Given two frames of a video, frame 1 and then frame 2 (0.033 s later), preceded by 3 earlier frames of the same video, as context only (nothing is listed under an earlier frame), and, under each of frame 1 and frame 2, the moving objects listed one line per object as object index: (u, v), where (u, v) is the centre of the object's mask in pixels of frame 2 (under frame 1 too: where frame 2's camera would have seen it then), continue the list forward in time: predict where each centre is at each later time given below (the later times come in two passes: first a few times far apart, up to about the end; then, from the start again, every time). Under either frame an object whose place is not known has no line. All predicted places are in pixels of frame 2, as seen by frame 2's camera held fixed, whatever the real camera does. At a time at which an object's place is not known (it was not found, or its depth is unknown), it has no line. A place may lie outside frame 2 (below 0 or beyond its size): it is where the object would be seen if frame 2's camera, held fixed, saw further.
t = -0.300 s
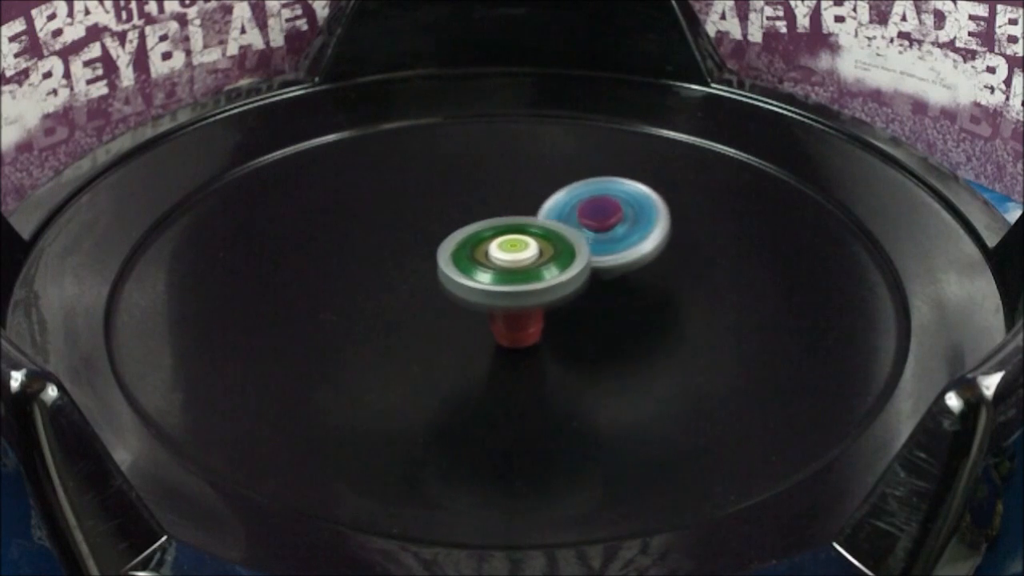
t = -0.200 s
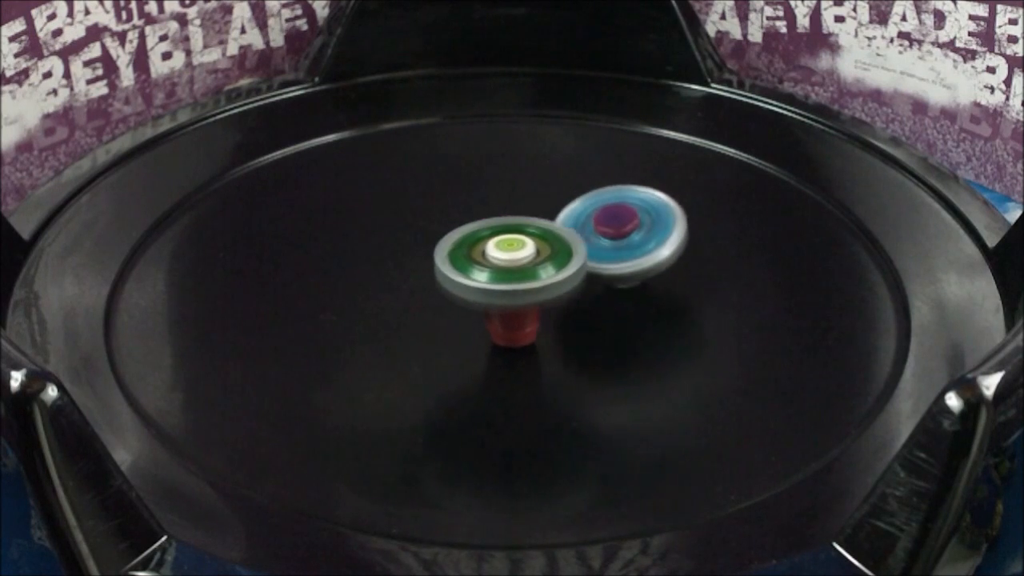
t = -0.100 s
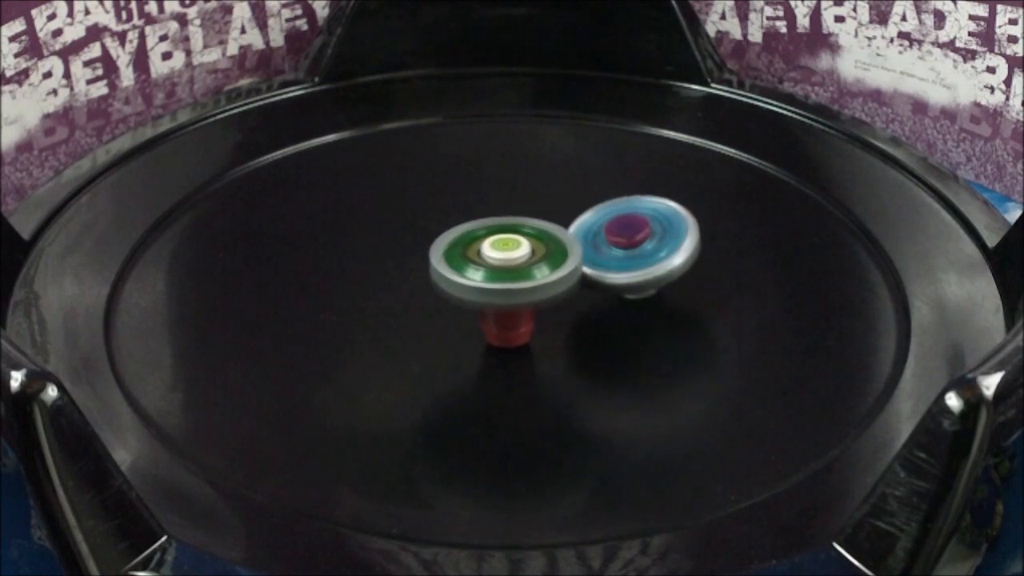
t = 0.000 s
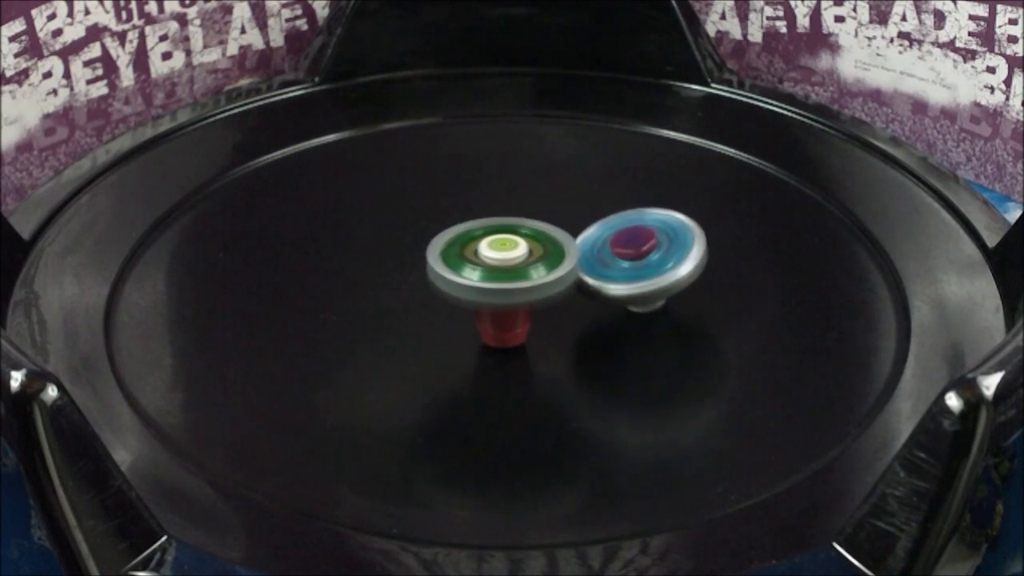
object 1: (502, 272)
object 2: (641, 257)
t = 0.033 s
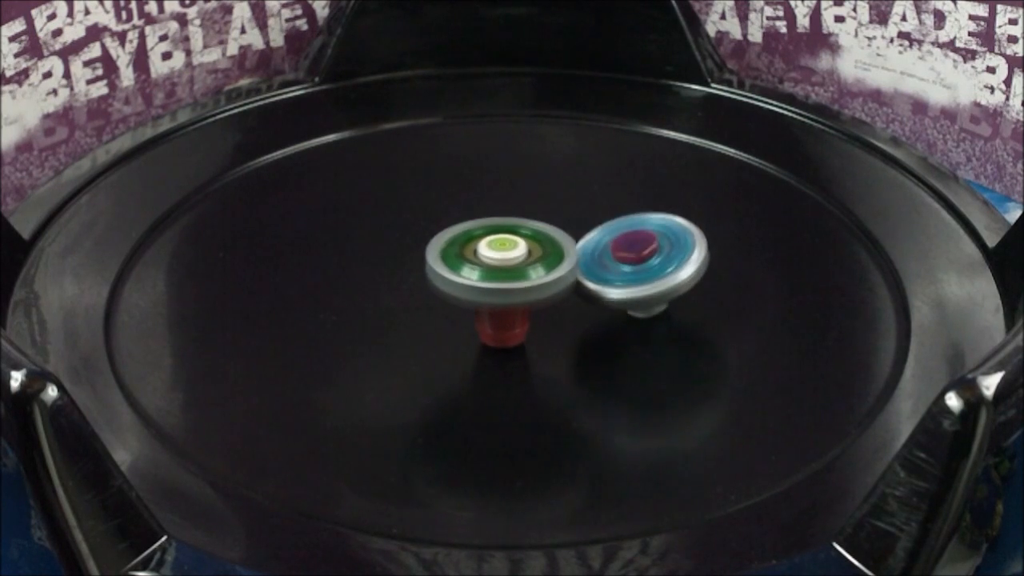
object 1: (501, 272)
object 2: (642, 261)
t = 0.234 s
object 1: (488, 270)
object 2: (637, 292)
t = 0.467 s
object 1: (476, 271)
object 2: (600, 327)
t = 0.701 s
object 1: (449, 215)
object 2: (549, 382)
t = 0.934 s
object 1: (411, 194)
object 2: (488, 381)
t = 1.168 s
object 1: (419, 207)
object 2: (434, 356)
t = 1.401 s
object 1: (456, 224)
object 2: (395, 316)
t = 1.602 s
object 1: (506, 228)
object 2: (382, 280)
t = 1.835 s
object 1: (673, 216)
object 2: (278, 238)
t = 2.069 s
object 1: (637, 240)
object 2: (329, 229)
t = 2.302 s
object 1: (579, 275)
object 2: (416, 229)
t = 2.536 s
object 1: (521, 302)
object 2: (512, 221)
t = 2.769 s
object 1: (454, 304)
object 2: (603, 237)
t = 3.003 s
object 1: (412, 285)
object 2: (661, 254)
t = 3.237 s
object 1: (407, 261)
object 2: (670, 284)
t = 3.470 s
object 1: (436, 239)
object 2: (633, 320)
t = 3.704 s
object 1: (492, 226)
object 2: (559, 349)
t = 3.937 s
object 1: (550, 230)
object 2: (469, 355)
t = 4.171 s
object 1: (583, 251)
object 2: (394, 337)
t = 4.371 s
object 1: (580, 277)
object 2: (360, 308)
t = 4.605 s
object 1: (541, 304)
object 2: (359, 270)
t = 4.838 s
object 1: (478, 318)
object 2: (392, 234)
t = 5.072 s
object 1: (428, 302)
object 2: (452, 210)
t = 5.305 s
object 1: (412, 269)
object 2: (518, 206)
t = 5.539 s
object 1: (433, 237)
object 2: (577, 218)
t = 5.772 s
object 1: (472, 212)
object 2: (634, 249)
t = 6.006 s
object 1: (487, 208)
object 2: (682, 288)
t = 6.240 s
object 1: (522, 236)
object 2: (646, 325)
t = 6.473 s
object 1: (534, 255)
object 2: (572, 361)
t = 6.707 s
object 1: (520, 268)
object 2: (470, 354)
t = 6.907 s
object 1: (534, 272)
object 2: (367, 309)
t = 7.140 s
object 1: (503, 274)
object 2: (344, 255)
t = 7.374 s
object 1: (479, 267)
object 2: (370, 210)
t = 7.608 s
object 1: (471, 256)
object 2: (435, 177)
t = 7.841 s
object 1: (480, 247)
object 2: (531, 182)
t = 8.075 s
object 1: (499, 244)
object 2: (609, 220)
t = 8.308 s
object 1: (516, 252)
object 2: (642, 269)
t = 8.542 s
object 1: (523, 267)
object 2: (630, 324)
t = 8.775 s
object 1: (510, 276)
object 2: (563, 365)
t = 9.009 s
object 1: (487, 279)
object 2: (468, 373)
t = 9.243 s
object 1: (469, 276)
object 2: (387, 346)
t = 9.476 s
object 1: (464, 265)
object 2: (356, 298)
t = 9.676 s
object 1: (477, 252)
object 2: (362, 253)
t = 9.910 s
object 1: (499, 245)
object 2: (407, 204)
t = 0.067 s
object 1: (501, 272)
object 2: (642, 267)
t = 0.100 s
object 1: (500, 272)
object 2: (641, 272)
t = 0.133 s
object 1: (497, 271)
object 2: (642, 277)
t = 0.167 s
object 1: (493, 271)
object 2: (641, 281)
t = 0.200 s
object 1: (491, 270)
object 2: (639, 287)
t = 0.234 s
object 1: (488, 270)
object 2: (637, 292)
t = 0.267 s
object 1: (486, 270)
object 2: (633, 297)
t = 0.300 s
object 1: (483, 270)
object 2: (629, 303)
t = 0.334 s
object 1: (481, 270)
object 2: (625, 308)
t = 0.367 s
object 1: (479, 270)
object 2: (619, 313)
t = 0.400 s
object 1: (478, 271)
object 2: (614, 318)
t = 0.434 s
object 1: (477, 271)
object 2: (607, 322)
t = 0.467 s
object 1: (476, 271)
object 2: (600, 327)
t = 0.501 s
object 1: (475, 271)
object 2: (593, 331)
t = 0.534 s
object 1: (475, 271)
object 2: (586, 335)
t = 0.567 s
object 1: (475, 270)
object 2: (577, 340)
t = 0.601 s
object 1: (468, 251)
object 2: (575, 350)
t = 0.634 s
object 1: (461, 243)
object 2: (573, 366)
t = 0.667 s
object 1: (454, 227)
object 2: (562, 376)
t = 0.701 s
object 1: (449, 215)
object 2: (549, 382)
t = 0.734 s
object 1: (443, 204)
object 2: (537, 385)
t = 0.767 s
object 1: (438, 196)
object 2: (529, 385)
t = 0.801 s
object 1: (433, 192)
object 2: (521, 385)
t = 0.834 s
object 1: (427, 191)
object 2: (513, 385)
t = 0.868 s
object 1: (421, 192)
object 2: (504, 385)
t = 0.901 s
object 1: (415, 193)
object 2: (496, 383)
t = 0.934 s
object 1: (411, 194)
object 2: (488, 381)
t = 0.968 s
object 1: (410, 196)
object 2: (479, 379)
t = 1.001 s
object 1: (409, 197)
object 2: (471, 376)
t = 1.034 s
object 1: (410, 199)
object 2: (463, 373)
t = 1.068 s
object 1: (411, 200)
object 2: (455, 369)
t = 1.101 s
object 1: (413, 202)
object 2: (448, 365)
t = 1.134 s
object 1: (416, 205)
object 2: (441, 361)
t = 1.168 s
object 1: (419, 207)
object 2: (434, 356)
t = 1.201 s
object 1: (423, 210)
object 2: (427, 351)
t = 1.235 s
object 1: (428, 212)
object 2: (421, 345)
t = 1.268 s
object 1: (433, 215)
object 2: (415, 339)
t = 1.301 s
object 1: (438, 218)
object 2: (410, 333)
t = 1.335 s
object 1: (443, 220)
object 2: (405, 327)
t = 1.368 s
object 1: (449, 222)
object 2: (401, 321)
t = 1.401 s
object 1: (456, 224)
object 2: (395, 316)
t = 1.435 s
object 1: (469, 223)
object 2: (387, 314)
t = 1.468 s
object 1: (479, 223)
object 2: (383, 308)
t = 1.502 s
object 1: (488, 224)
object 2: (382, 301)
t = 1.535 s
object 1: (495, 225)
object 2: (381, 294)
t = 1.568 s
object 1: (501, 227)
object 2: (382, 287)
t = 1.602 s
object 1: (506, 228)
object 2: (382, 280)
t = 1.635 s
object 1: (542, 223)
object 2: (344, 271)
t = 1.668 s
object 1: (583, 219)
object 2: (308, 263)
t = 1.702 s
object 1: (619, 217)
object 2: (285, 254)
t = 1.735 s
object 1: (645, 214)
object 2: (276, 248)
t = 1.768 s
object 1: (661, 214)
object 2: (275, 244)
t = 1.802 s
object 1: (670, 215)
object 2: (276, 241)
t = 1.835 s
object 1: (673, 216)
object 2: (278, 238)
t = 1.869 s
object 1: (672, 217)
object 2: (281, 235)
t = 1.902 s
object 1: (669, 219)
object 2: (286, 233)
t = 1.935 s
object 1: (665, 222)
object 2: (293, 232)
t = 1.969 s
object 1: (660, 226)
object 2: (300, 231)
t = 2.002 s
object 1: (653, 230)
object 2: (309, 230)
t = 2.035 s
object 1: (645, 235)
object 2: (318, 229)
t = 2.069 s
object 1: (637, 240)
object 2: (329, 229)
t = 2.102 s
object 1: (628, 246)
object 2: (341, 229)
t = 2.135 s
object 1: (619, 251)
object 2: (352, 229)
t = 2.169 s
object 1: (610, 256)
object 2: (364, 230)
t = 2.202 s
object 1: (602, 261)
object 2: (377, 230)
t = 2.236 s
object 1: (594, 266)
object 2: (390, 230)
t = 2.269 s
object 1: (586, 271)
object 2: (403, 230)
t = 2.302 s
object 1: (579, 275)
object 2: (416, 229)
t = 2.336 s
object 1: (572, 280)
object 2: (430, 229)
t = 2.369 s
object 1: (564, 284)
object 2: (443, 228)
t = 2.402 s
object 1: (557, 288)
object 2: (456, 227)
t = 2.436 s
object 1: (549, 293)
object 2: (469, 225)
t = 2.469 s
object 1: (540, 296)
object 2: (482, 223)
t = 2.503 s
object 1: (531, 300)
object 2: (496, 221)
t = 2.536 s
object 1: (521, 302)
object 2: (512, 221)
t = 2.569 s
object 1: (511, 304)
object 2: (528, 221)
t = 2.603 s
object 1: (501, 306)
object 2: (543, 223)
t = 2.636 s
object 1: (491, 307)
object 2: (557, 227)
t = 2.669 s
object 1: (481, 307)
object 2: (570, 230)
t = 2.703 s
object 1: (472, 307)
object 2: (581, 233)
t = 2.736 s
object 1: (463, 306)
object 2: (592, 235)
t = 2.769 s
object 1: (454, 304)
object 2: (603, 237)
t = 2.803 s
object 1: (447, 302)
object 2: (613, 239)
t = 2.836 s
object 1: (440, 300)
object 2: (623, 241)
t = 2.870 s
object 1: (434, 297)
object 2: (632, 243)
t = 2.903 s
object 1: (427, 295)
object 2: (641, 246)
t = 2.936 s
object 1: (421, 292)
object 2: (649, 248)
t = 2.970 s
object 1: (416, 289)
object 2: (656, 251)
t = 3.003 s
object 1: (412, 285)
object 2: (661, 254)
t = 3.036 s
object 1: (409, 282)
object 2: (666, 258)
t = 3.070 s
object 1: (408, 279)
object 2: (669, 262)
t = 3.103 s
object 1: (406, 275)
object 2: (671, 266)
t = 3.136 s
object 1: (405, 272)
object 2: (672, 270)
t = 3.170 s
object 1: (405, 268)
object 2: (672, 275)
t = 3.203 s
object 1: (406, 264)
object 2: (672, 280)
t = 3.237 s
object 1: (407, 261)
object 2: (670, 284)
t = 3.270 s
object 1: (409, 258)
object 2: (668, 290)
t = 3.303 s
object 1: (412, 254)
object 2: (665, 295)
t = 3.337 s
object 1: (415, 251)
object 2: (661, 300)
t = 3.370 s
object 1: (419, 248)
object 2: (655, 305)
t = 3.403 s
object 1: (424, 245)
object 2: (648, 310)
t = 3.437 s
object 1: (429, 242)
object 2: (641, 315)
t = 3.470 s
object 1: (436, 239)
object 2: (633, 320)
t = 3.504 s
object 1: (443, 236)
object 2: (625, 325)
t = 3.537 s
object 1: (450, 234)
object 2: (616, 330)
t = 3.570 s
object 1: (458, 232)
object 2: (606, 335)
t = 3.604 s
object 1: (467, 230)
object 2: (595, 339)
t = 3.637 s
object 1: (475, 229)
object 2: (583, 343)
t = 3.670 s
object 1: (484, 228)
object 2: (571, 346)
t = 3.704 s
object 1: (492, 226)
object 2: (559, 349)
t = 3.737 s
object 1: (501, 226)
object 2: (546, 351)
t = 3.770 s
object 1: (510, 226)
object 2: (533, 353)
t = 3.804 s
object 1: (518, 226)
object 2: (520, 354)
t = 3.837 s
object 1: (527, 226)
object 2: (508, 356)
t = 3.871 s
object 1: (535, 227)
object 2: (495, 356)
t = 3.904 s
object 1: (543, 228)
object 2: (482, 356)
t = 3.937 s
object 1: (550, 230)
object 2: (469, 355)
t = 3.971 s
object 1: (557, 232)
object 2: (457, 354)
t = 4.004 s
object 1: (564, 234)
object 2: (445, 352)
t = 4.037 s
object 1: (569, 237)
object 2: (434, 350)
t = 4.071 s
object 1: (574, 241)
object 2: (423, 347)
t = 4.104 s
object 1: (578, 244)
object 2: (412, 344)
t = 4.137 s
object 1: (581, 247)
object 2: (403, 341)
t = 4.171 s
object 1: (583, 251)
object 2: (394, 337)
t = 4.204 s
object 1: (585, 255)
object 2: (386, 332)
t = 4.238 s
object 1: (586, 260)
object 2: (380, 328)
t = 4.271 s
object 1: (586, 264)
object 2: (374, 323)
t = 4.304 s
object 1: (585, 268)
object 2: (369, 318)
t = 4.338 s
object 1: (583, 273)
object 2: (364, 313)
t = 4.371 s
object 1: (580, 277)
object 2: (360, 308)
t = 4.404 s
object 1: (577, 282)
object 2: (357, 302)
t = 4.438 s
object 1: (573, 286)
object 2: (355, 296)
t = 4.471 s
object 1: (568, 290)
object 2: (354, 291)
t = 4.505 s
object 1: (562, 294)
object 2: (353, 286)
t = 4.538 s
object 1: (556, 298)
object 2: (354, 280)
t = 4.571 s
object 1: (548, 302)
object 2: (356, 275)
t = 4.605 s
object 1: (541, 304)
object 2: (359, 270)
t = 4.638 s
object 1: (533, 308)
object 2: (362, 264)
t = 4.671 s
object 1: (525, 311)
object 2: (366, 259)
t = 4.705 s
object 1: (516, 313)
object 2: (370, 253)
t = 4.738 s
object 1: (507, 315)
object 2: (375, 248)
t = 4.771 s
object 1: (497, 317)
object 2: (379, 244)
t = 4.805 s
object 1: (488, 317)
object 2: (385, 239)
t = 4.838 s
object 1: (478, 318)
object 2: (392, 234)
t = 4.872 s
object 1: (469, 317)
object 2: (400, 230)
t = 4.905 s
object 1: (461, 316)
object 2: (408, 225)
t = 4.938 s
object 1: (452, 314)
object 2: (416, 222)
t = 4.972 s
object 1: (445, 312)
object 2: (425, 219)
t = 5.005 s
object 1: (438, 309)
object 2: (433, 215)
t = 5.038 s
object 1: (432, 306)
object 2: (442, 213)
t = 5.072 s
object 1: (428, 302)
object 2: (452, 210)
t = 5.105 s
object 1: (424, 298)
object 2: (461, 209)
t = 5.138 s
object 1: (420, 294)
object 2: (470, 207)
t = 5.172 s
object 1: (418, 289)
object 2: (480, 206)
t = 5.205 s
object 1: (415, 284)
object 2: (490, 206)
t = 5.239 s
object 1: (413, 279)
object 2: (499, 206)
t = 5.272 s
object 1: (412, 274)
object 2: (509, 206)
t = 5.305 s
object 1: (412, 269)
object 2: (518, 206)
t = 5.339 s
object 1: (413, 264)
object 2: (527, 207)
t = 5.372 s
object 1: (415, 260)
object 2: (537, 208)
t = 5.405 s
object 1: (418, 255)
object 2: (546, 209)
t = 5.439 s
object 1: (420, 250)
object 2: (554, 210)
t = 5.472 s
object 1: (424, 245)
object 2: (562, 212)
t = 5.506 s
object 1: (428, 241)
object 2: (569, 215)
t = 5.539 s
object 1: (433, 237)
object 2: (577, 218)
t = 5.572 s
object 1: (439, 233)
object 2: (585, 222)
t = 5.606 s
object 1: (445, 228)
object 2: (593, 225)
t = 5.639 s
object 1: (452, 225)
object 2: (600, 229)
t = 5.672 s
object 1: (460, 222)
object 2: (606, 234)
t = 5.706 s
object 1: (467, 219)
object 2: (611, 238)
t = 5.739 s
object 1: (475, 217)
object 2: (616, 243)
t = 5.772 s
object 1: (472, 212)
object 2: (634, 249)
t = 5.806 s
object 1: (464, 208)
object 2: (657, 256)
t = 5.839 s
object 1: (463, 205)
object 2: (670, 263)
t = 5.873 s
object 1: (466, 203)
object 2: (677, 269)
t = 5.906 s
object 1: (471, 203)
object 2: (681, 274)
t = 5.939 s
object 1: (477, 204)
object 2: (682, 279)
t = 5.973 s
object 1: (482, 206)
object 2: (683, 284)
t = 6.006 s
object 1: (487, 208)
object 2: (682, 288)
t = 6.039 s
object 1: (492, 211)
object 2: (680, 293)
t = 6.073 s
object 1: (497, 214)
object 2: (677, 298)
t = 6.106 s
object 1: (502, 218)
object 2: (673, 304)
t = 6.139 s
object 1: (507, 222)
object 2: (667, 309)
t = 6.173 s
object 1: (512, 226)
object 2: (661, 314)
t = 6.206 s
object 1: (517, 231)
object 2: (654, 320)
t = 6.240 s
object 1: (522, 236)
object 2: (646, 325)
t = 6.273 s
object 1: (526, 240)
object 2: (637, 330)
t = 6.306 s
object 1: (530, 245)
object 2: (627, 335)
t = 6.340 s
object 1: (533, 249)
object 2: (616, 339)
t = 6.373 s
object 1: (535, 254)
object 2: (605, 343)
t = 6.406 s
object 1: (537, 255)
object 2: (593, 349)
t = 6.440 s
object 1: (535, 254)
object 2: (584, 356)
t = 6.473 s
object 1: (534, 255)
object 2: (572, 361)
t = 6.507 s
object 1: (534, 255)
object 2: (556, 362)
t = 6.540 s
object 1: (534, 256)
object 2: (541, 362)
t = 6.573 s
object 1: (533, 257)
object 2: (526, 362)
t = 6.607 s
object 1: (531, 259)
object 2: (512, 361)
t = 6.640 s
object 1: (528, 262)
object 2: (497, 359)
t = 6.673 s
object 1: (524, 265)
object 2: (484, 357)
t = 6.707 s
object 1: (520, 268)
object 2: (470, 354)
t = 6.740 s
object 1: (516, 271)
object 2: (456, 351)
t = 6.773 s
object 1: (520, 268)
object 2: (433, 344)
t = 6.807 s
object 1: (527, 270)
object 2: (410, 337)
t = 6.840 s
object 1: (533, 270)
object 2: (389, 328)
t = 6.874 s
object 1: (534, 271)
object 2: (376, 318)
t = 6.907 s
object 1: (534, 272)
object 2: (367, 309)
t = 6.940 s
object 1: (533, 273)
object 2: (361, 302)
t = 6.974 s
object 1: (530, 274)
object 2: (356, 293)
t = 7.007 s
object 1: (525, 274)
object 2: (351, 286)
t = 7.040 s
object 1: (520, 275)
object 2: (348, 278)
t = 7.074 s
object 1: (514, 275)
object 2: (346, 270)
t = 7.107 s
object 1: (509, 275)
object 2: (345, 263)
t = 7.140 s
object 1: (503, 274)
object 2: (344, 255)
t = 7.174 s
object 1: (498, 274)
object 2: (345, 248)
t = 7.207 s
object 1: (494, 273)
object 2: (348, 241)
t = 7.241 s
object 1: (490, 272)
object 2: (351, 234)
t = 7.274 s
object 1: (487, 272)
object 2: (354, 228)
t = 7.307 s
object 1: (484, 270)
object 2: (359, 222)
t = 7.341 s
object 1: (481, 269)
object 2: (364, 216)
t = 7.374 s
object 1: (479, 267)
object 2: (370, 210)
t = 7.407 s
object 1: (476, 266)
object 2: (376, 204)
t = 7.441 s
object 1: (474, 264)
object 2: (384, 199)
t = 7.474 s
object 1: (472, 262)
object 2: (392, 194)
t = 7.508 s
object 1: (471, 261)
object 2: (402, 188)
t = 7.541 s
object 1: (471, 259)
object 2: (412, 185)
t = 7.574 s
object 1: (471, 257)
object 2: (423, 181)
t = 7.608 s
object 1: (471, 256)
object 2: (435, 177)
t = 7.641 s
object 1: (471, 255)
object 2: (448, 176)
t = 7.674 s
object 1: (472, 253)
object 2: (461, 174)
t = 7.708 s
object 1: (473, 252)
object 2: (475, 174)
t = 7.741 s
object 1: (474, 250)
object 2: (489, 175)
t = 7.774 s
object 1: (476, 249)
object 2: (504, 176)
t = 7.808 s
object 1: (478, 248)
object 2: (518, 178)
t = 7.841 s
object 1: (480, 247)
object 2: (531, 182)
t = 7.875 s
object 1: (482, 246)
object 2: (545, 185)
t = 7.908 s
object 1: (485, 245)
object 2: (558, 191)
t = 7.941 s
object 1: (488, 245)
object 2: (570, 196)
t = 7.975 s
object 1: (490, 244)
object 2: (581, 202)
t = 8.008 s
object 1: (494, 244)
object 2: (592, 207)
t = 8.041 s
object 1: (496, 244)
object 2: (600, 213)
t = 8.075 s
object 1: (499, 244)
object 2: (609, 220)
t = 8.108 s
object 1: (502, 245)
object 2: (616, 225)
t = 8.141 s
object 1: (505, 246)
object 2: (623, 232)
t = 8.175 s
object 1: (508, 247)
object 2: (629, 239)
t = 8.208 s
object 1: (510, 248)
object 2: (633, 246)
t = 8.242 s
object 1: (513, 249)
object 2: (637, 253)
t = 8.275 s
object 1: (514, 250)
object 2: (641, 261)
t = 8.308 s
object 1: (516, 252)
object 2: (642, 269)
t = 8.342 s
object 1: (518, 254)
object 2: (644, 277)
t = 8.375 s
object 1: (520, 256)
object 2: (644, 285)
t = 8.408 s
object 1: (521, 258)
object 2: (643, 293)
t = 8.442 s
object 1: (522, 260)
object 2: (642, 301)
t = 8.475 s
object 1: (523, 262)
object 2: (639, 309)
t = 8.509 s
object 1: (523, 264)
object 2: (635, 317)
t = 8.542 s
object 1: (523, 267)
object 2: (630, 324)
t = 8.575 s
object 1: (522, 268)
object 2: (623, 332)
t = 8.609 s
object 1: (521, 270)
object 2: (616, 338)
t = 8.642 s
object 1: (519, 271)
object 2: (607, 345)
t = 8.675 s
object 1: (517, 273)
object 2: (598, 351)
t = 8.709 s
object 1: (515, 273)
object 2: (587, 356)
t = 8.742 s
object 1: (513, 275)
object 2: (575, 361)
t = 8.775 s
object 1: (510, 276)
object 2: (563, 365)
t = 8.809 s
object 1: (508, 276)
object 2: (550, 369)
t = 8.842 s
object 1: (505, 278)
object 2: (537, 371)
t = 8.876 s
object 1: (501, 278)
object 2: (523, 373)
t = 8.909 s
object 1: (498, 278)
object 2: (509, 375)
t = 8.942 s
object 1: (495, 279)
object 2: (495, 375)
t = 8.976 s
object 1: (491, 279)
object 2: (481, 375)
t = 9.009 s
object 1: (487, 279)
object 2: (468, 373)
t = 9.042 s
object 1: (484, 279)
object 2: (454, 372)
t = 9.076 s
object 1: (480, 279)
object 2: (441, 369)
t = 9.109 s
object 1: (477, 278)
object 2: (429, 366)
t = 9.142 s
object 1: (475, 278)
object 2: (417, 362)
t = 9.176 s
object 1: (473, 277)
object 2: (406, 357)
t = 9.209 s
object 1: (471, 277)
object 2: (396, 352)
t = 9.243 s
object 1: (469, 276)
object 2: (387, 346)
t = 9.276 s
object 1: (467, 275)
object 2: (379, 340)
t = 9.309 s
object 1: (465, 274)
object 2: (373, 334)
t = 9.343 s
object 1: (464, 273)
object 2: (367, 327)
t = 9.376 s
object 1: (463, 271)
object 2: (363, 320)
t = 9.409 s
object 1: (463, 269)
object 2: (360, 312)
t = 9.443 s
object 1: (464, 267)
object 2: (357, 305)
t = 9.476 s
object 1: (464, 265)
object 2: (356, 298)
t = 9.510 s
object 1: (465, 262)
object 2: (355, 290)
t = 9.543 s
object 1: (467, 260)
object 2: (355, 283)
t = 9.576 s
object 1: (470, 257)
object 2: (356, 275)
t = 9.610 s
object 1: (471, 256)
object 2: (357, 268)
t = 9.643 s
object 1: (474, 254)
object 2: (360, 260)
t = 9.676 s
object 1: (477, 252)
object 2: (362, 253)
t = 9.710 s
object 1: (479, 250)
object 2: (367, 246)
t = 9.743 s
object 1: (482, 249)
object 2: (371, 239)
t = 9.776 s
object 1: (486, 248)
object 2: (377, 232)
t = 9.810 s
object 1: (489, 247)
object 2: (383, 225)
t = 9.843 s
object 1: (493, 246)
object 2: (390, 219)
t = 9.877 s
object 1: (496, 245)
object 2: (398, 212)
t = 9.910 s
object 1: (499, 245)
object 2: (407, 204)
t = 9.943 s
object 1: (503, 245)
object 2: (417, 200)
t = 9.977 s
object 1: (506, 245)
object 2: (427, 195)
